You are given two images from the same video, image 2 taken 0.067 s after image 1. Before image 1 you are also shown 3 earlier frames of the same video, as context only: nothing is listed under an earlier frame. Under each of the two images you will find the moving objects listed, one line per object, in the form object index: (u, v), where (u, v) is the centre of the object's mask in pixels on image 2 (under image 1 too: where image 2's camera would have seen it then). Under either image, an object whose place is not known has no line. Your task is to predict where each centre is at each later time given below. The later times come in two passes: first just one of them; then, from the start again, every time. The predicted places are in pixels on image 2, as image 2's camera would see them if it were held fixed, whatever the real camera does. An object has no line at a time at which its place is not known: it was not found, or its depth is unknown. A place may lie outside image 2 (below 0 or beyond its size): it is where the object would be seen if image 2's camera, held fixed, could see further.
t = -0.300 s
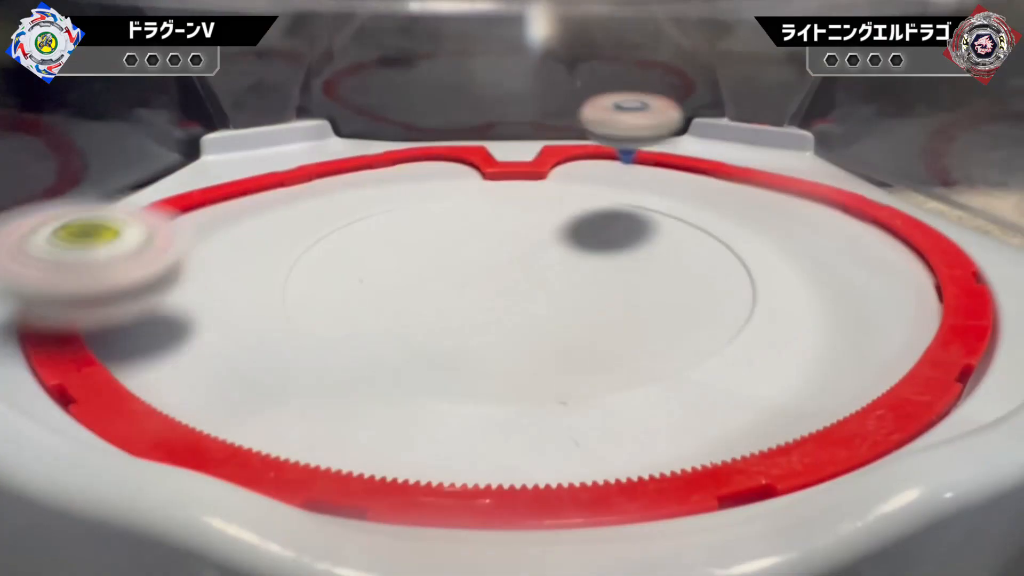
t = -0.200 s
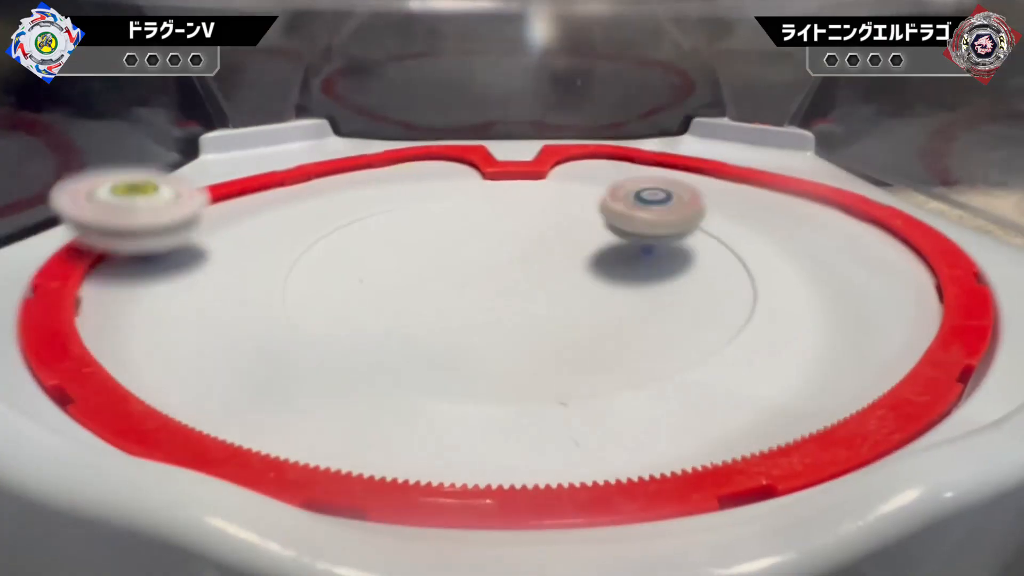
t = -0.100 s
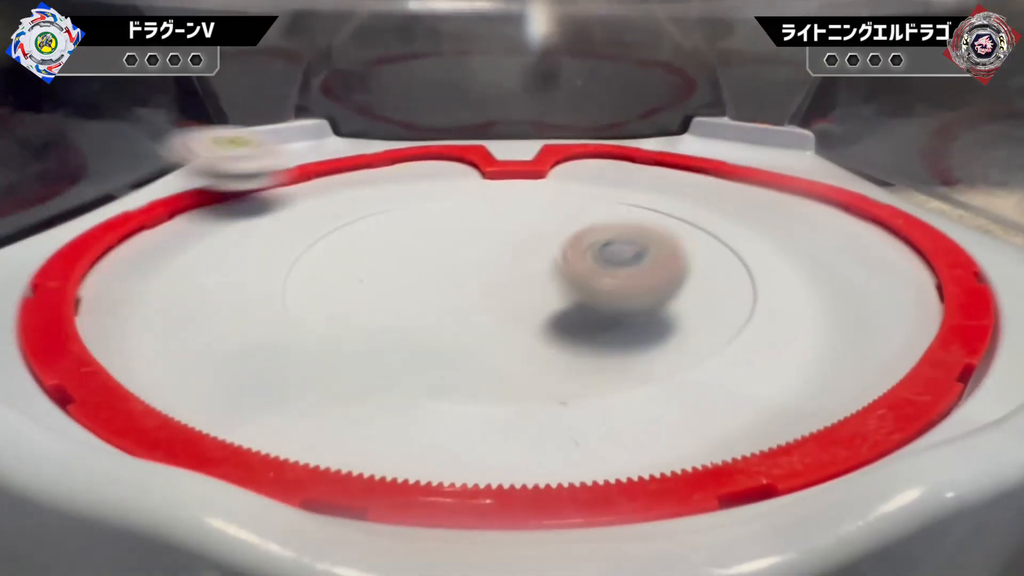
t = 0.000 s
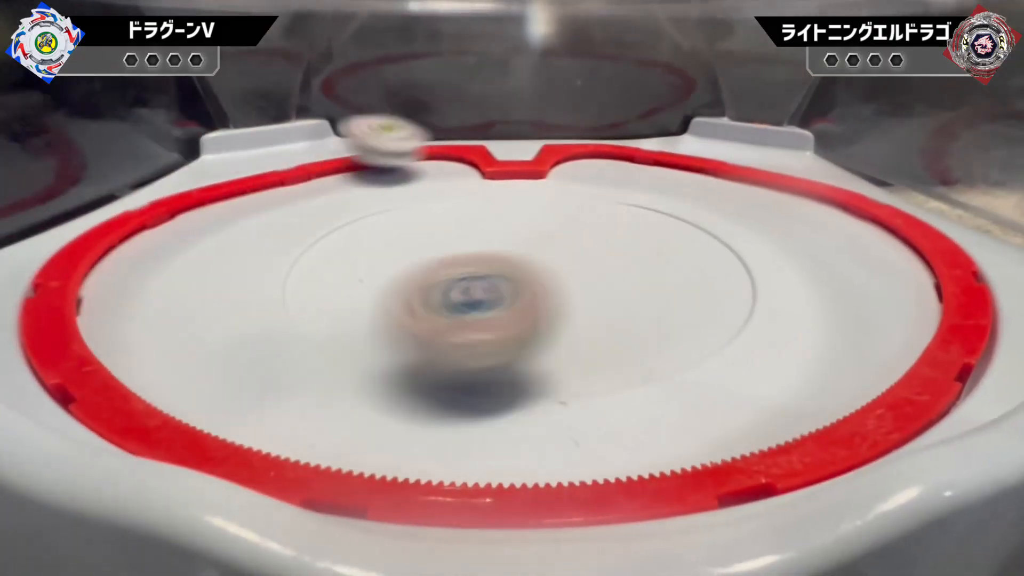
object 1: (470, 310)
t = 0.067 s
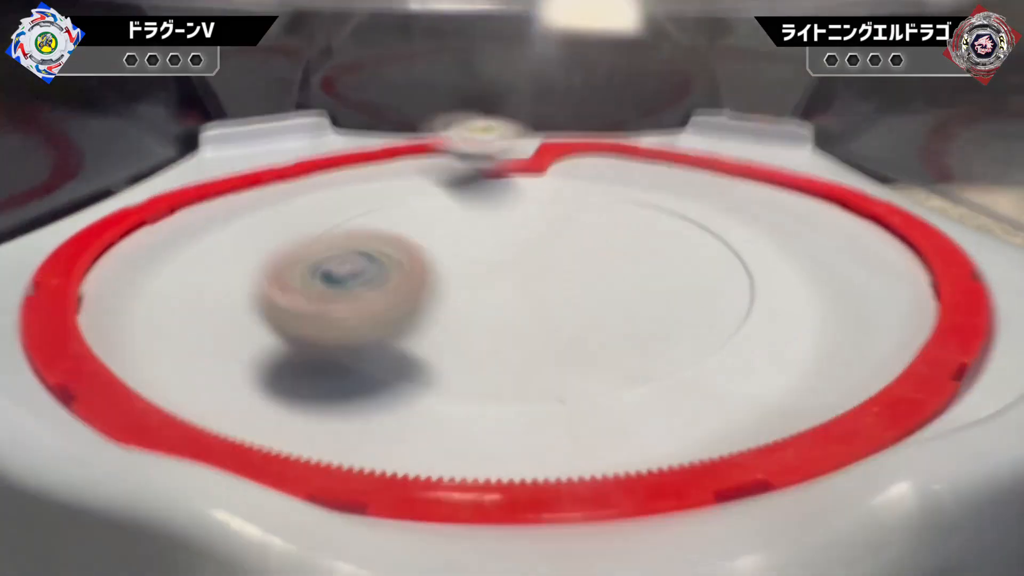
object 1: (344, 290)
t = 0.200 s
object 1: (297, 219)
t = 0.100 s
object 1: (311, 280)
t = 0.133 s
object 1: (293, 258)
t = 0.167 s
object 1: (282, 237)
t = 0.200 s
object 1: (297, 219)
